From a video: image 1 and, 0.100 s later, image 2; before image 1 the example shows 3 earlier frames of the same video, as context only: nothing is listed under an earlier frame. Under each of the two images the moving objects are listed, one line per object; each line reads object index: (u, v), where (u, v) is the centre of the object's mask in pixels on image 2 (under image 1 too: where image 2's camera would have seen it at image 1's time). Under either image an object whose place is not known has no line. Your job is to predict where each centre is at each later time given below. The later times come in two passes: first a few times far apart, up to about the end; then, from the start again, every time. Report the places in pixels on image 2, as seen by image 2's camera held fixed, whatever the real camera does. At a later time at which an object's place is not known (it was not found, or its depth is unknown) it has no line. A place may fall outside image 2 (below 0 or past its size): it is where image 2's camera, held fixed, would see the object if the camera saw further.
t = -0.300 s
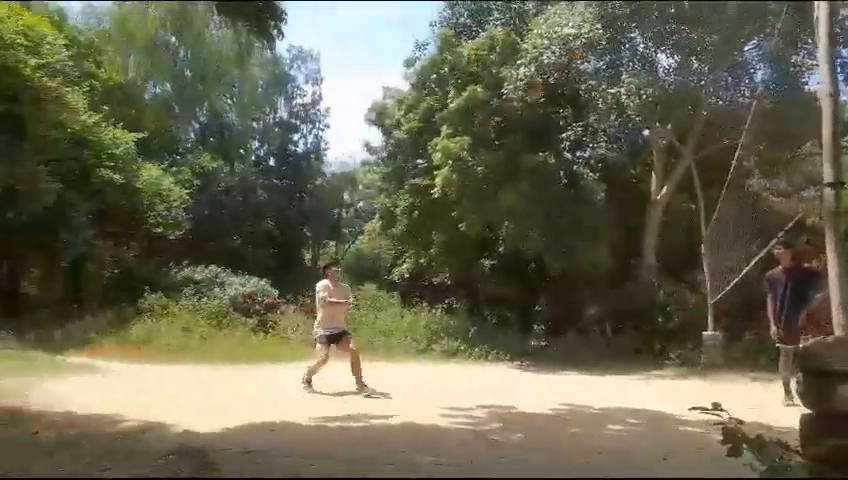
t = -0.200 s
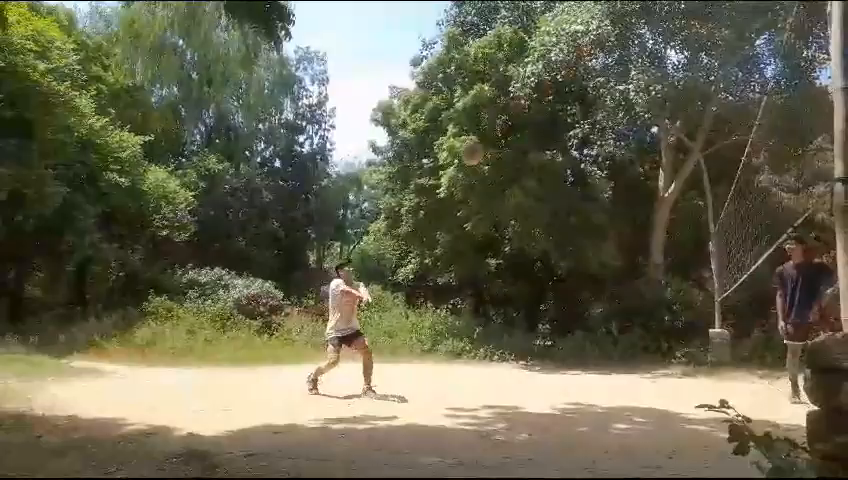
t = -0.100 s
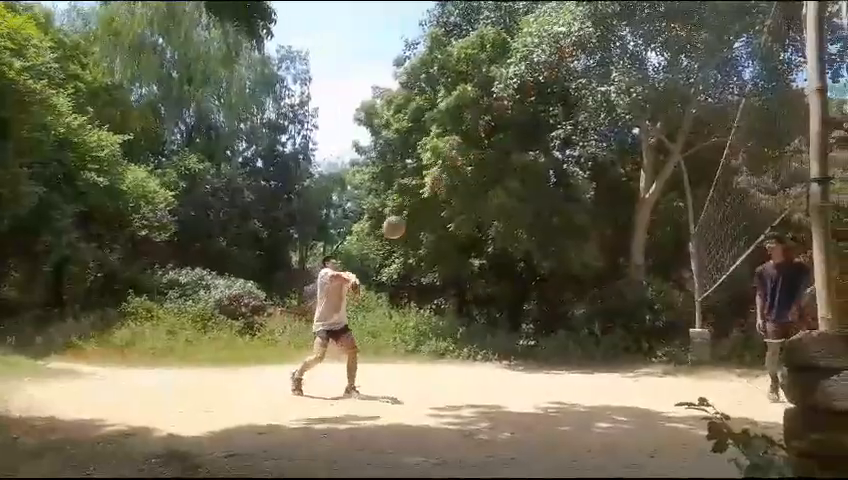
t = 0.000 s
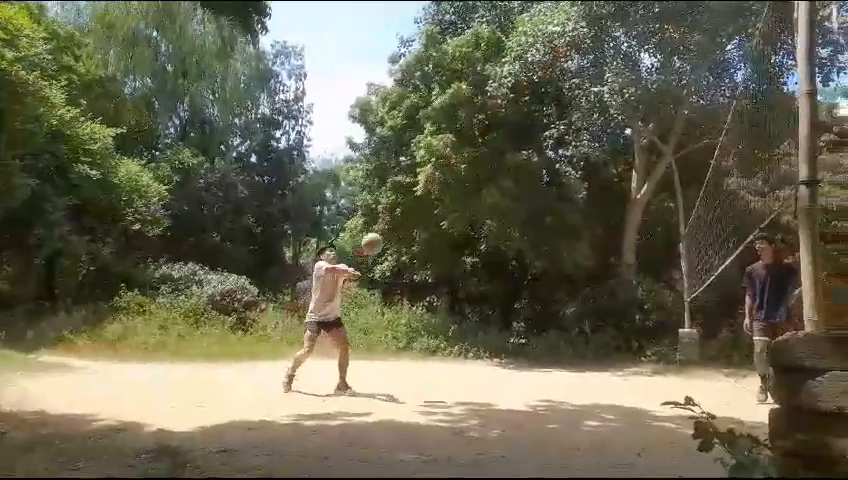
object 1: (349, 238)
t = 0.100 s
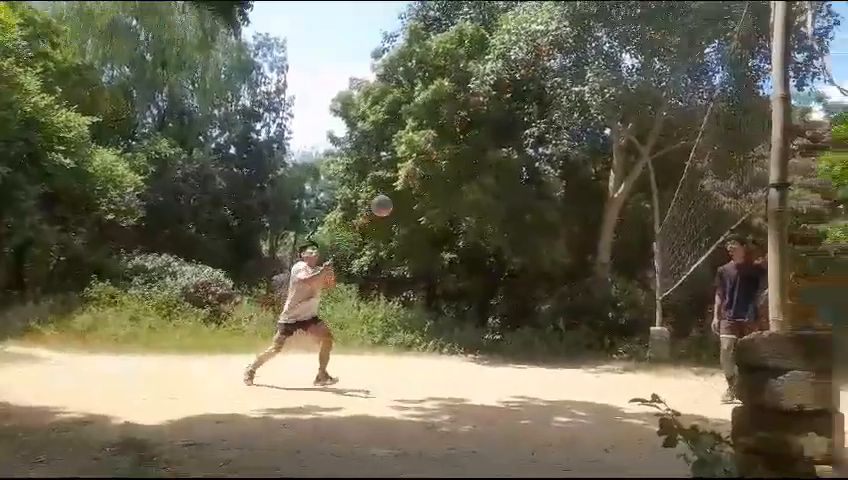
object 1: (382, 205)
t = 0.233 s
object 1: (420, 176)
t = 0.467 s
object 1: (488, 166)
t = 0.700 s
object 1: (543, 208)
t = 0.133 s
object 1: (391, 195)
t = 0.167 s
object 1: (401, 188)
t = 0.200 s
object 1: (409, 181)
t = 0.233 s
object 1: (420, 176)
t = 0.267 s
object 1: (431, 171)
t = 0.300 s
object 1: (440, 168)
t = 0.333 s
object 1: (449, 166)
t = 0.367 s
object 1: (459, 165)
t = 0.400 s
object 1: (469, 164)
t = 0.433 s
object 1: (478, 164)
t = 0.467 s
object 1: (488, 166)
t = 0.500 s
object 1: (496, 169)
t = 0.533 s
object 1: (504, 174)
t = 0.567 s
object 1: (512, 179)
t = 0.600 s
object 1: (521, 185)
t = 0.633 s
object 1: (527, 192)
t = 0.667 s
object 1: (535, 200)
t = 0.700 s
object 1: (543, 208)
